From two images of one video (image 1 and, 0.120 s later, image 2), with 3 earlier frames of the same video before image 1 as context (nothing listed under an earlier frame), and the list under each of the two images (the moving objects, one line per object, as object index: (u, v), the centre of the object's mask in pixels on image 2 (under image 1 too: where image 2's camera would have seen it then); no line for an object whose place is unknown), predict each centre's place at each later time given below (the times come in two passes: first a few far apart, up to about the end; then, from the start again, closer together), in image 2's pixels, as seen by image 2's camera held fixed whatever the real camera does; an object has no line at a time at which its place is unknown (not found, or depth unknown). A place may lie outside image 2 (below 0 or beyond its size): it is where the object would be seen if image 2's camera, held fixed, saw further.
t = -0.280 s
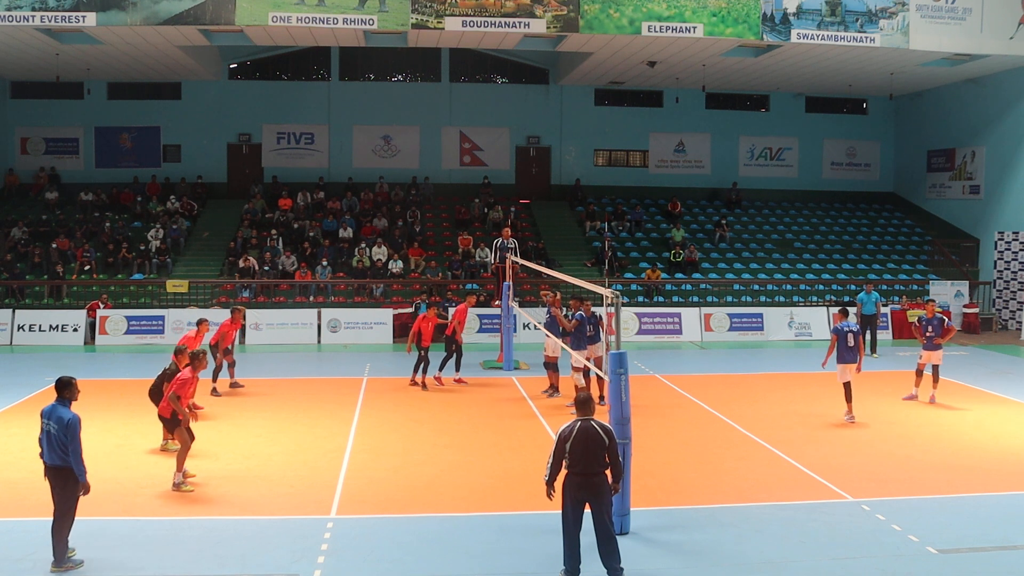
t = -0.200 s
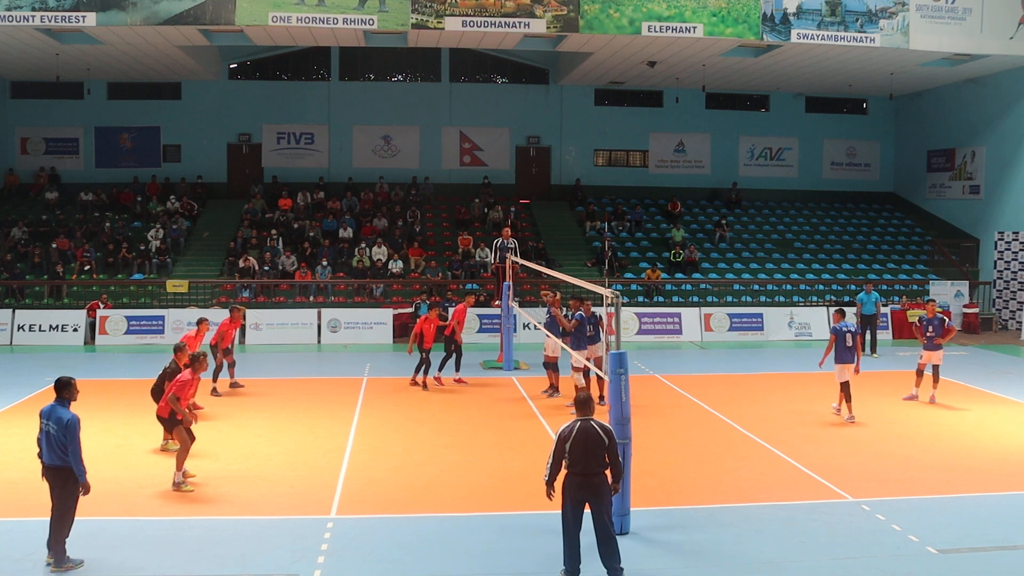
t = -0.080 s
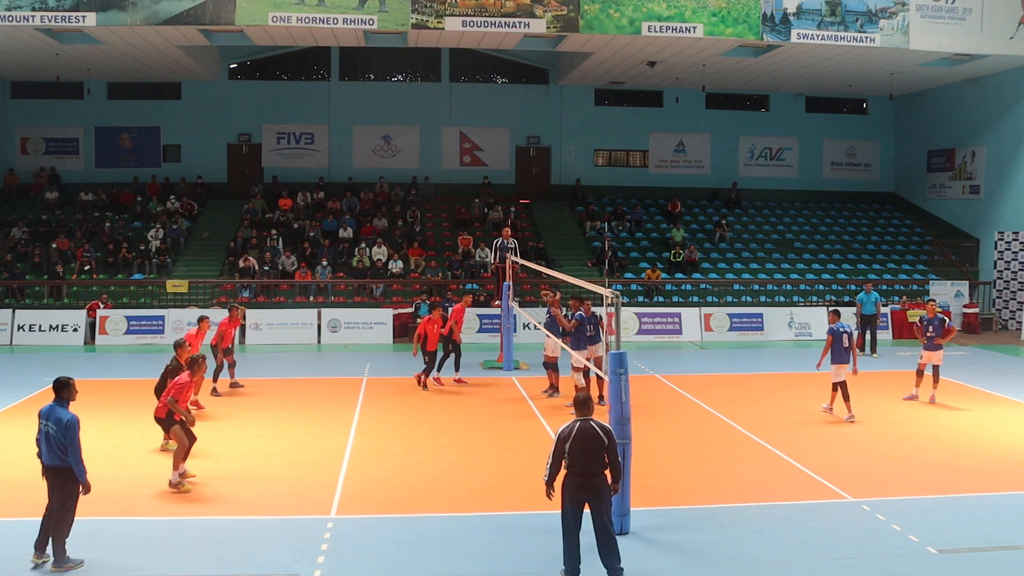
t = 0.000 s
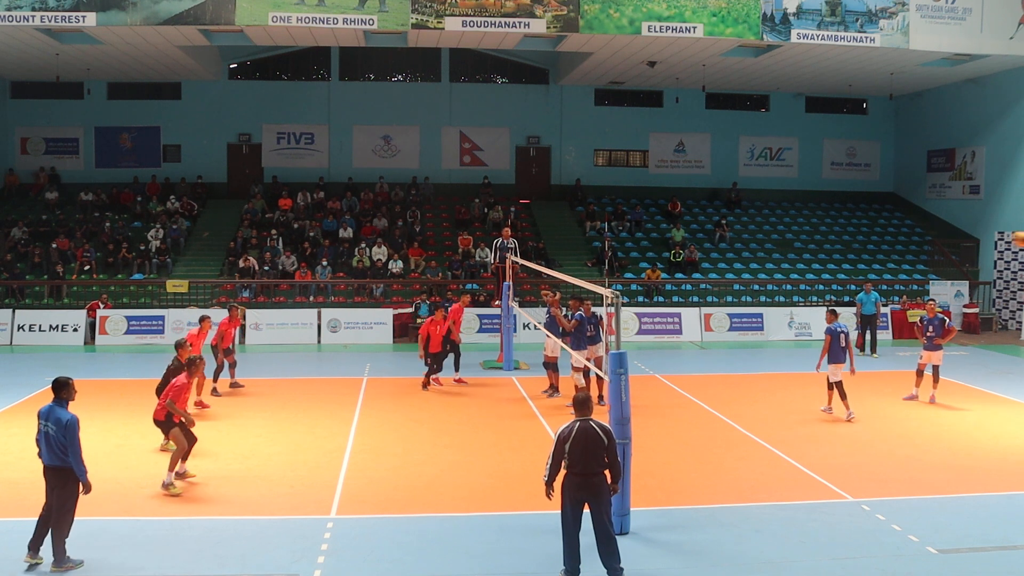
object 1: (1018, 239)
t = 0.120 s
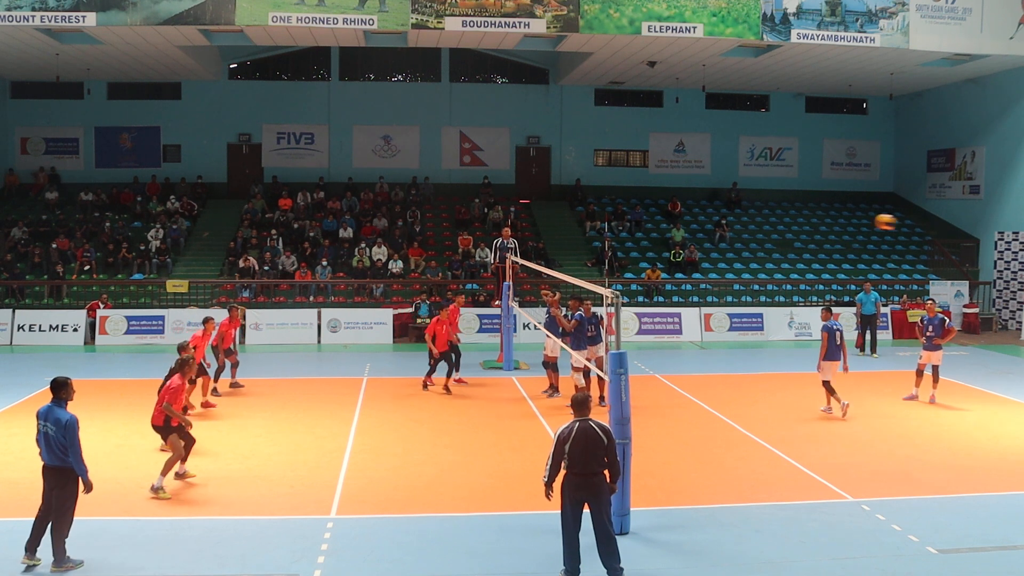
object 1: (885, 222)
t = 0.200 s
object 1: (801, 215)
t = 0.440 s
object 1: (574, 219)
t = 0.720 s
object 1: (355, 259)
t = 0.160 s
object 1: (843, 218)
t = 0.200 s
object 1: (801, 215)
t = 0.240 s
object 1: (760, 213)
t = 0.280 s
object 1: (721, 213)
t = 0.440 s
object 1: (574, 219)
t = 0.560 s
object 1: (476, 231)
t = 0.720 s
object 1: (355, 259)
